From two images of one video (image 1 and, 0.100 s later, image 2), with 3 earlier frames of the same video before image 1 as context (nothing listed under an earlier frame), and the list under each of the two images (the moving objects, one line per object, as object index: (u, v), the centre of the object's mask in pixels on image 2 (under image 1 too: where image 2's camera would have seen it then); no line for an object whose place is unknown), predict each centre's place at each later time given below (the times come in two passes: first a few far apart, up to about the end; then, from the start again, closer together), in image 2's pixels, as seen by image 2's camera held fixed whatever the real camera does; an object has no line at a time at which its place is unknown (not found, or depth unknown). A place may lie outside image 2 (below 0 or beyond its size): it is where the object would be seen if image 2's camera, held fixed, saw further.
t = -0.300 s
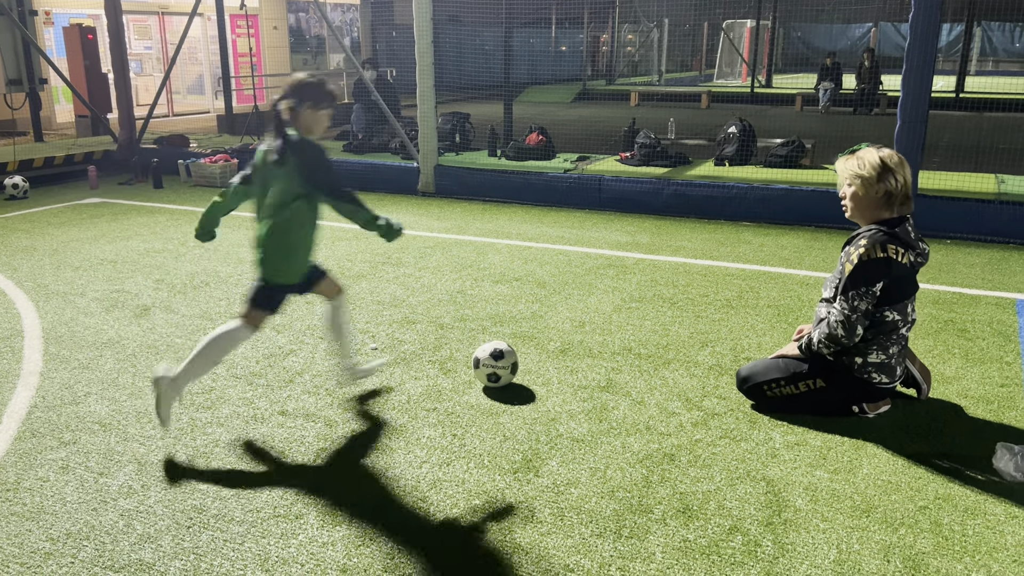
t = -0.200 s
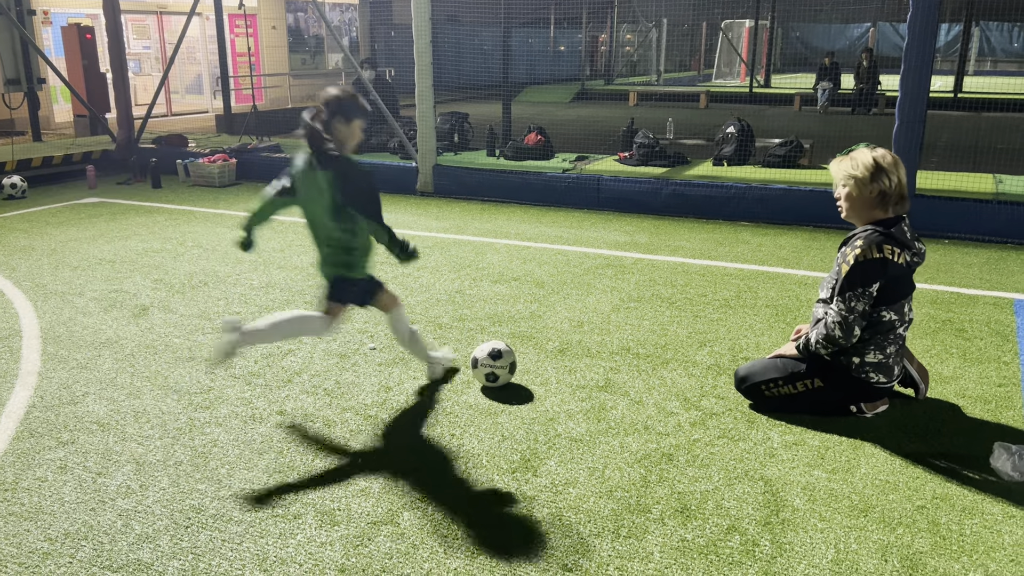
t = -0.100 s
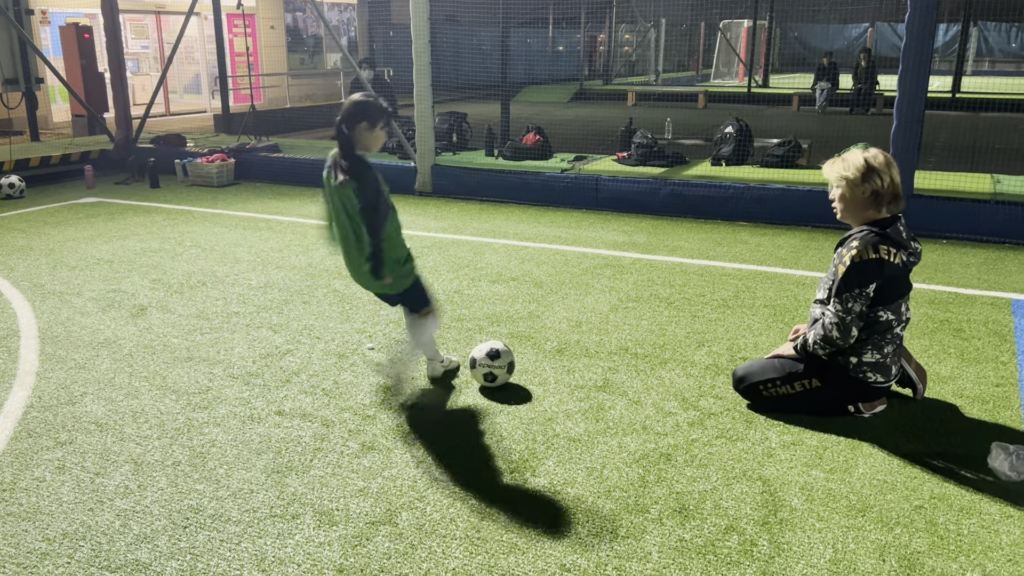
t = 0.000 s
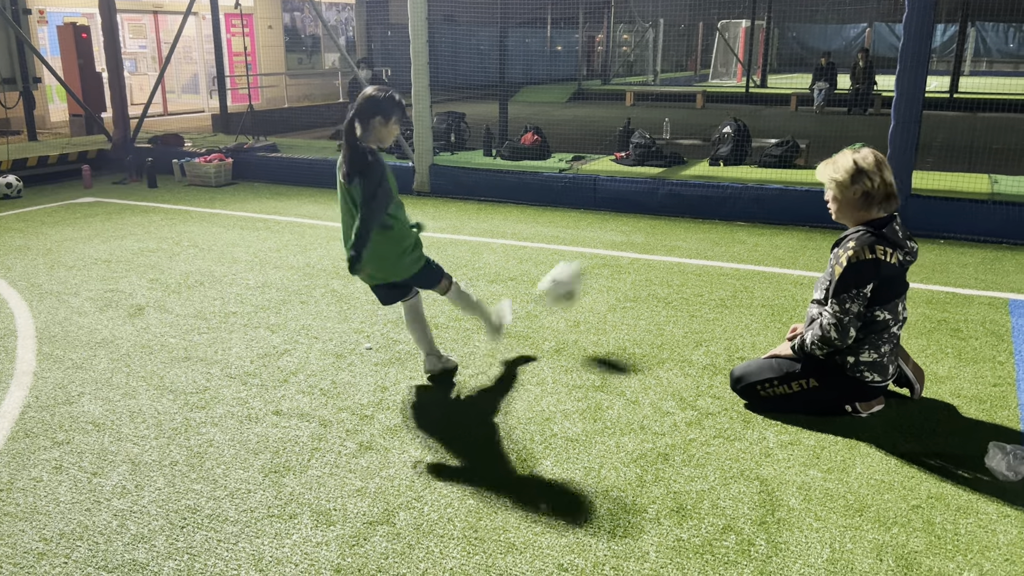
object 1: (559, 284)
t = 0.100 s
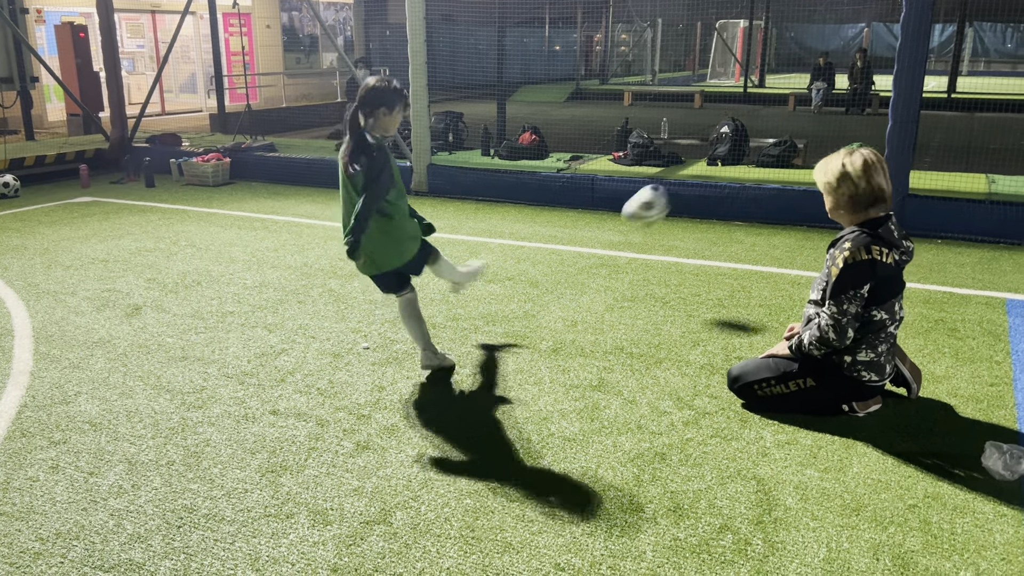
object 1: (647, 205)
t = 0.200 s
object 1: (710, 160)
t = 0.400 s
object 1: (796, 130)
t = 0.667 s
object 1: (789, 203)
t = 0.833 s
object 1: (774, 210)
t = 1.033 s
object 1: (754, 212)
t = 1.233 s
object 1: (727, 257)
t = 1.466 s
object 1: (696, 273)
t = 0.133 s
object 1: (669, 191)
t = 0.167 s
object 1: (690, 174)
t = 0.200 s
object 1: (710, 160)
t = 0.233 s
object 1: (728, 150)
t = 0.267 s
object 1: (744, 143)
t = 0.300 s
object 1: (759, 137)
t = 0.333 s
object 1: (772, 133)
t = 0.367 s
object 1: (785, 130)
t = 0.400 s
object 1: (796, 130)
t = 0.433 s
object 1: (803, 139)
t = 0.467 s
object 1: (803, 148)
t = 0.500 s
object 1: (802, 153)
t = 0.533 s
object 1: (799, 158)
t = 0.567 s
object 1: (797, 166)
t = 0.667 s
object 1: (789, 203)
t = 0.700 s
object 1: (785, 217)
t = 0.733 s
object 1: (781, 228)
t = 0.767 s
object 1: (779, 220)
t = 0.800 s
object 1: (777, 215)
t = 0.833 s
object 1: (774, 210)
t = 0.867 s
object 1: (771, 206)
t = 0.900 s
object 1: (769, 204)
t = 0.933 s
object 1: (765, 204)
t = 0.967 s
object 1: (761, 205)
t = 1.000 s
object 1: (758, 207)
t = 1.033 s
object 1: (754, 212)
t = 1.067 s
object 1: (750, 217)
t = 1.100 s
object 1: (746, 225)
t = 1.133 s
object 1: (741, 234)
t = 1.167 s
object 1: (736, 246)
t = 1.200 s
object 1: (731, 259)
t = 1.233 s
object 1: (727, 257)
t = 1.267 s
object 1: (724, 254)
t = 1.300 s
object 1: (719, 253)
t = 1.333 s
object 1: (716, 253)
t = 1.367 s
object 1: (711, 255)
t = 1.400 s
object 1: (706, 259)
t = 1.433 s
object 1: (701, 265)
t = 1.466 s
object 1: (696, 273)
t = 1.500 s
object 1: (690, 282)
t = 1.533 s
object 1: (684, 290)
